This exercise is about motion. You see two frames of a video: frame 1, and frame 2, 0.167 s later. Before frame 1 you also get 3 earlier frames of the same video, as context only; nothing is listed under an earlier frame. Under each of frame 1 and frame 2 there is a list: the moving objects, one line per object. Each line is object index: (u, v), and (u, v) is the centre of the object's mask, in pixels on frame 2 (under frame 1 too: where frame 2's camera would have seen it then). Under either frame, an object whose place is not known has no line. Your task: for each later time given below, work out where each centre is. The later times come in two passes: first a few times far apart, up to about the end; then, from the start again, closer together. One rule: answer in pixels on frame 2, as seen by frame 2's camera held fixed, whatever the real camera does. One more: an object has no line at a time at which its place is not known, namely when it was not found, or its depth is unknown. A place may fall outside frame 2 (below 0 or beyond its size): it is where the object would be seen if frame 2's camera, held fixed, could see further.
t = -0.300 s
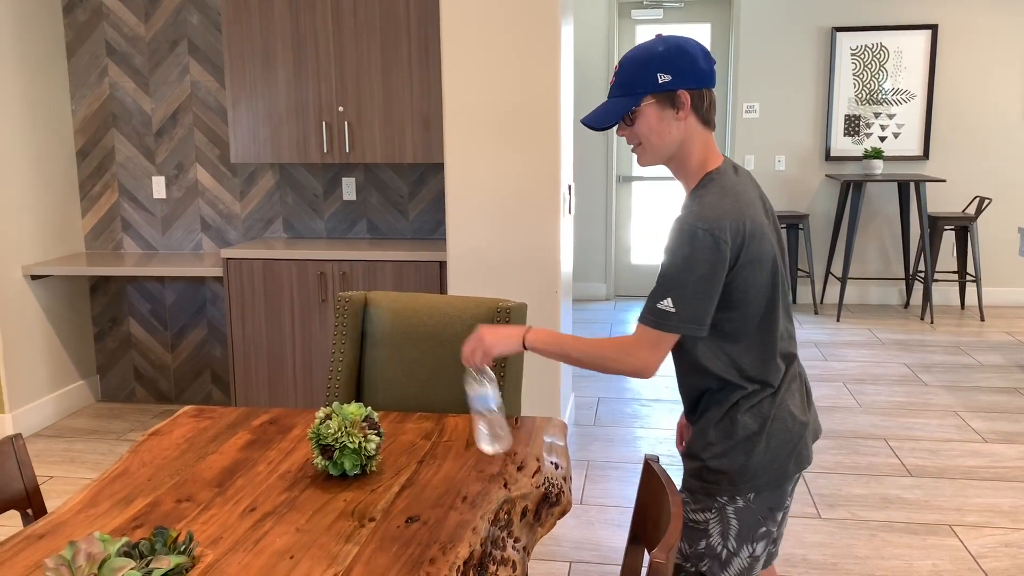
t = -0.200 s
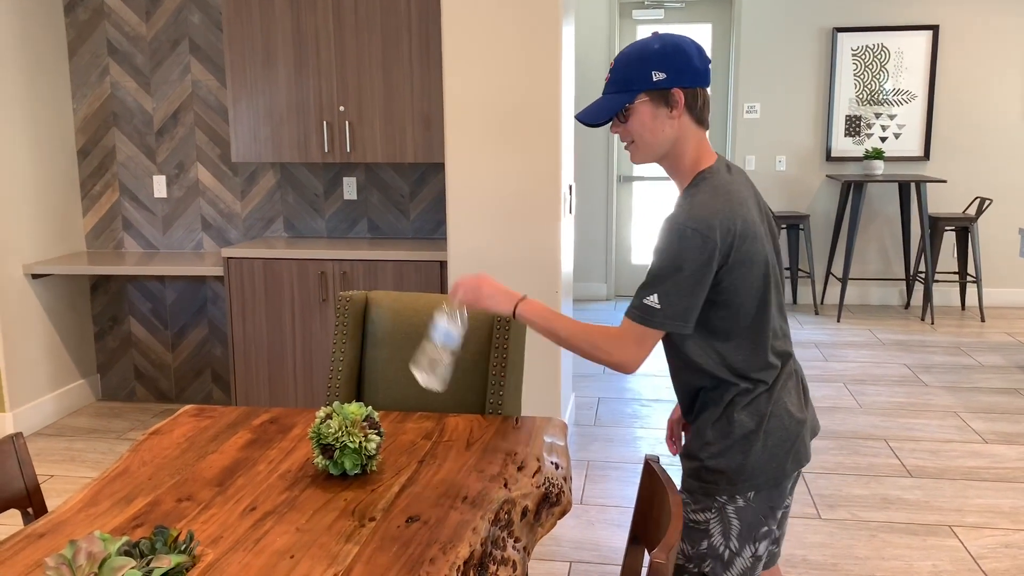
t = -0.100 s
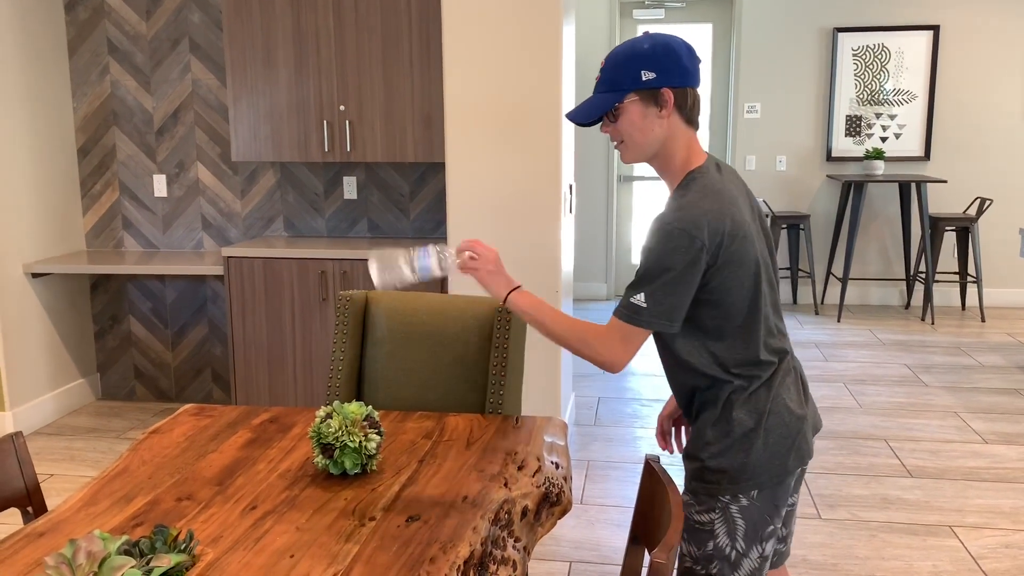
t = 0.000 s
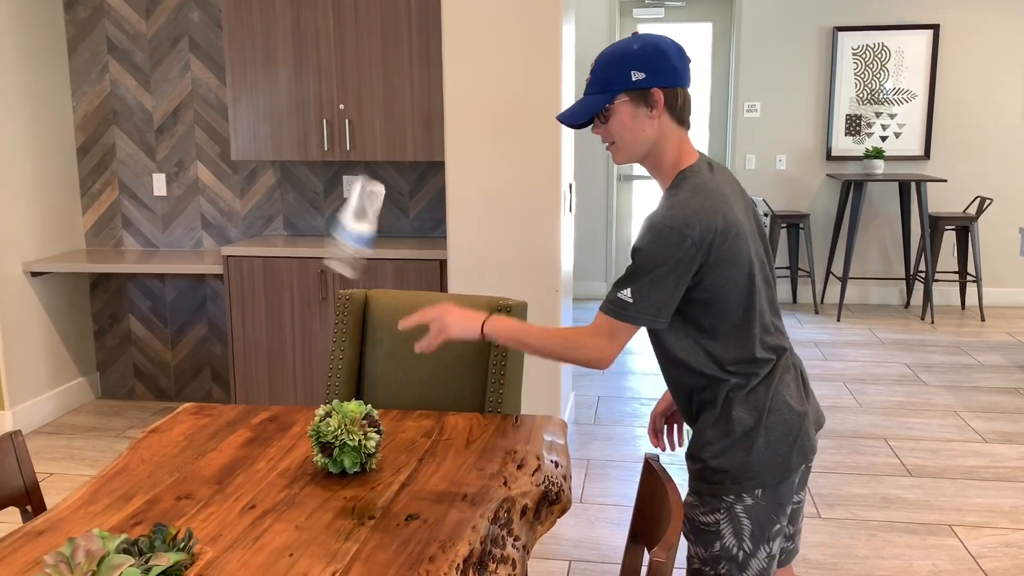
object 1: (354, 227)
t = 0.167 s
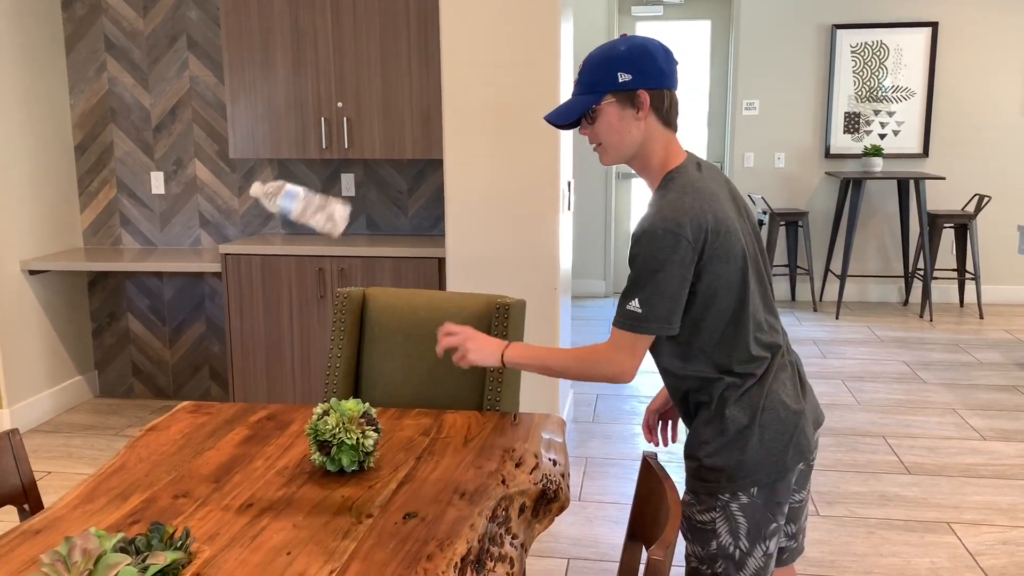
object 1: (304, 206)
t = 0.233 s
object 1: (288, 243)
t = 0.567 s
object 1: (245, 414)
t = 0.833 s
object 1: (240, 415)
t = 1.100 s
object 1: (240, 415)
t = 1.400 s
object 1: (240, 414)
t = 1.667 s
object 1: (240, 414)
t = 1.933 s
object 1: (240, 414)
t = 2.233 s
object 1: (240, 414)
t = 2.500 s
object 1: (240, 414)
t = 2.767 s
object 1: (241, 415)
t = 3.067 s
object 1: (241, 415)
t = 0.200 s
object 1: (296, 222)
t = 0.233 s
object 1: (288, 243)
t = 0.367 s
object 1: (266, 375)
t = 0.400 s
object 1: (261, 414)
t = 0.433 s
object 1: (258, 415)
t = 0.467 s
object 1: (255, 414)
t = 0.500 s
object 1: (250, 414)
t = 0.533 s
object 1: (247, 415)
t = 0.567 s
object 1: (245, 414)
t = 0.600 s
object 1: (243, 414)
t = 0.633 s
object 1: (241, 414)
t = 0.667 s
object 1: (240, 414)
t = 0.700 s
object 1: (240, 414)
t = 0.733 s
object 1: (240, 414)
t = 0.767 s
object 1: (240, 414)
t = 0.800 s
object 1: (240, 414)
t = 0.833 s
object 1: (240, 415)
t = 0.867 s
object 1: (240, 415)
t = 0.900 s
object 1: (240, 415)
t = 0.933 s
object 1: (240, 414)
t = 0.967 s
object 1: (240, 414)
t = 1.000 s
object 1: (240, 414)
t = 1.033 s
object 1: (240, 415)
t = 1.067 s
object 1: (240, 414)
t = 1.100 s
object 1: (240, 415)
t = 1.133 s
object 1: (240, 414)
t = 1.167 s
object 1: (240, 415)
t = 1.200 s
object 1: (240, 414)
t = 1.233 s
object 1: (240, 414)
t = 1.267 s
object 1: (240, 414)
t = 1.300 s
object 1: (240, 414)
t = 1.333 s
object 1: (240, 415)
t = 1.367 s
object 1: (240, 414)
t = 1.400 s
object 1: (240, 414)
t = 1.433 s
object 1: (240, 415)
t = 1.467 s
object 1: (240, 414)
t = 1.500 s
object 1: (240, 415)
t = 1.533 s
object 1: (240, 414)
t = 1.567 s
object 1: (240, 414)
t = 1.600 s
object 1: (240, 414)
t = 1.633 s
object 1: (240, 414)
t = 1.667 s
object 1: (240, 414)
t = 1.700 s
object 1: (240, 414)
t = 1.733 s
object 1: (240, 414)
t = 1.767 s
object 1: (240, 414)
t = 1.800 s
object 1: (240, 414)
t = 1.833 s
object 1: (240, 415)
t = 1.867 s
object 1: (240, 415)
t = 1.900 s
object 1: (240, 415)
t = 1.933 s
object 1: (240, 414)
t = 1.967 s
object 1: (240, 415)
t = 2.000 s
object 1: (240, 415)
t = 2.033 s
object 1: (240, 414)
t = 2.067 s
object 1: (240, 414)
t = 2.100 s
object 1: (240, 414)
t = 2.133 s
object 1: (240, 414)
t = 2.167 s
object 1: (240, 414)
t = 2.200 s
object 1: (240, 414)
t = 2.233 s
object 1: (240, 414)
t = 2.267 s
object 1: (240, 414)
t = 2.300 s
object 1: (240, 414)
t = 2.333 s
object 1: (240, 414)
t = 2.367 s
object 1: (240, 414)
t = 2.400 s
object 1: (240, 414)
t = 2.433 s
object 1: (240, 414)
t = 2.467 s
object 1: (240, 414)
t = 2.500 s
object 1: (240, 414)
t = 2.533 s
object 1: (240, 414)
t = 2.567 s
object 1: (240, 414)
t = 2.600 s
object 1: (240, 415)
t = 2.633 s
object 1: (240, 415)
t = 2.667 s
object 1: (240, 415)
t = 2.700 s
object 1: (240, 415)
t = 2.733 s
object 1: (240, 414)
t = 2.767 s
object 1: (241, 415)
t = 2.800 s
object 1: (241, 415)
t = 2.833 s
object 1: (241, 415)
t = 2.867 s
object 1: (241, 415)
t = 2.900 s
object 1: (241, 415)
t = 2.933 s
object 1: (241, 415)
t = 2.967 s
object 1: (241, 415)
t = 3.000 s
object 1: (242, 415)
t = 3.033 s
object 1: (241, 415)
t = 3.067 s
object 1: (241, 415)
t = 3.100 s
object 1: (241, 415)
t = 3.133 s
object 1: (241, 415)
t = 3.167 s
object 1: (242, 415)
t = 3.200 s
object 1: (242, 415)
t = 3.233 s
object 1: (242, 415)
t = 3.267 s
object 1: (241, 415)
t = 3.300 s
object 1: (241, 415)
